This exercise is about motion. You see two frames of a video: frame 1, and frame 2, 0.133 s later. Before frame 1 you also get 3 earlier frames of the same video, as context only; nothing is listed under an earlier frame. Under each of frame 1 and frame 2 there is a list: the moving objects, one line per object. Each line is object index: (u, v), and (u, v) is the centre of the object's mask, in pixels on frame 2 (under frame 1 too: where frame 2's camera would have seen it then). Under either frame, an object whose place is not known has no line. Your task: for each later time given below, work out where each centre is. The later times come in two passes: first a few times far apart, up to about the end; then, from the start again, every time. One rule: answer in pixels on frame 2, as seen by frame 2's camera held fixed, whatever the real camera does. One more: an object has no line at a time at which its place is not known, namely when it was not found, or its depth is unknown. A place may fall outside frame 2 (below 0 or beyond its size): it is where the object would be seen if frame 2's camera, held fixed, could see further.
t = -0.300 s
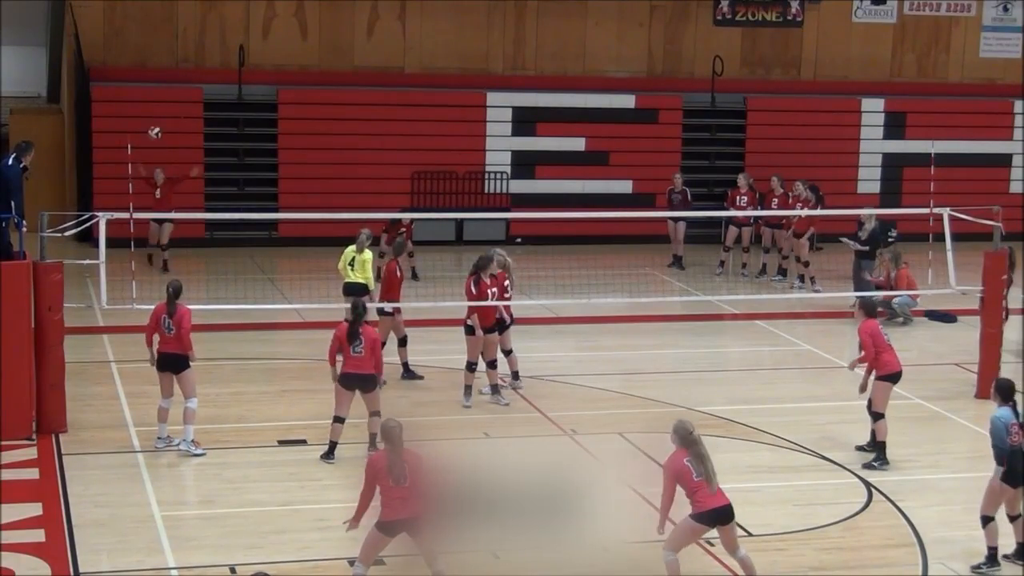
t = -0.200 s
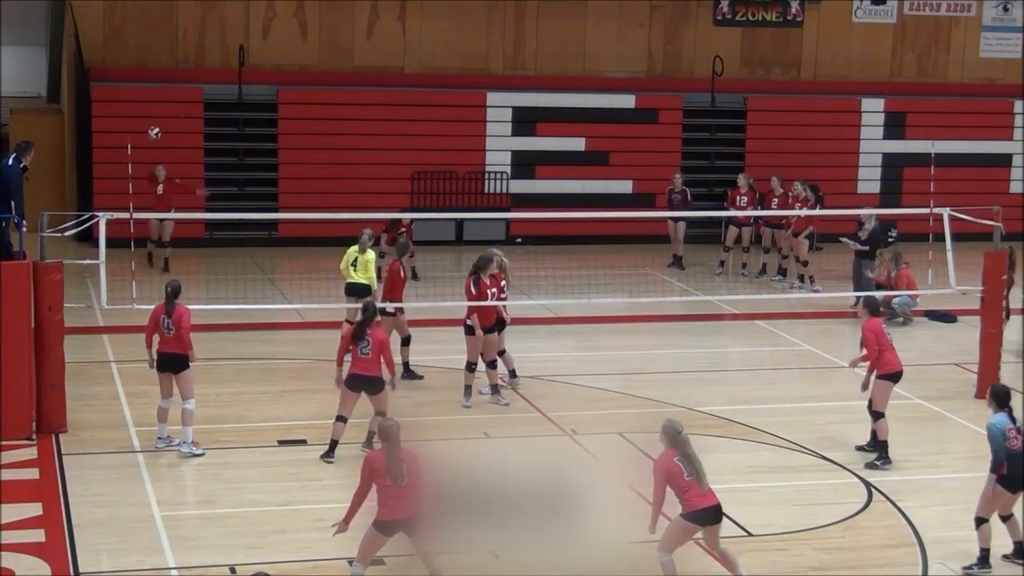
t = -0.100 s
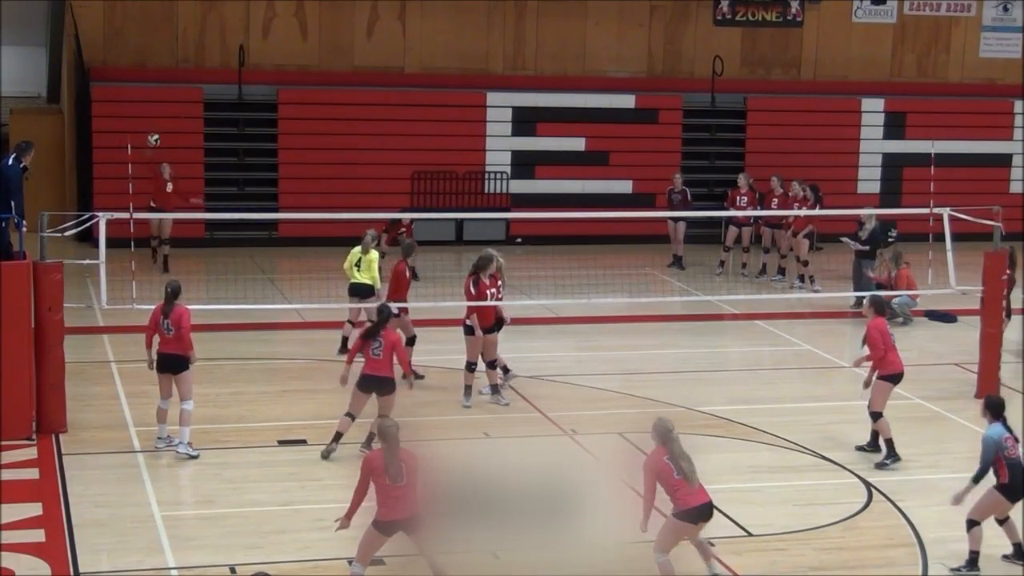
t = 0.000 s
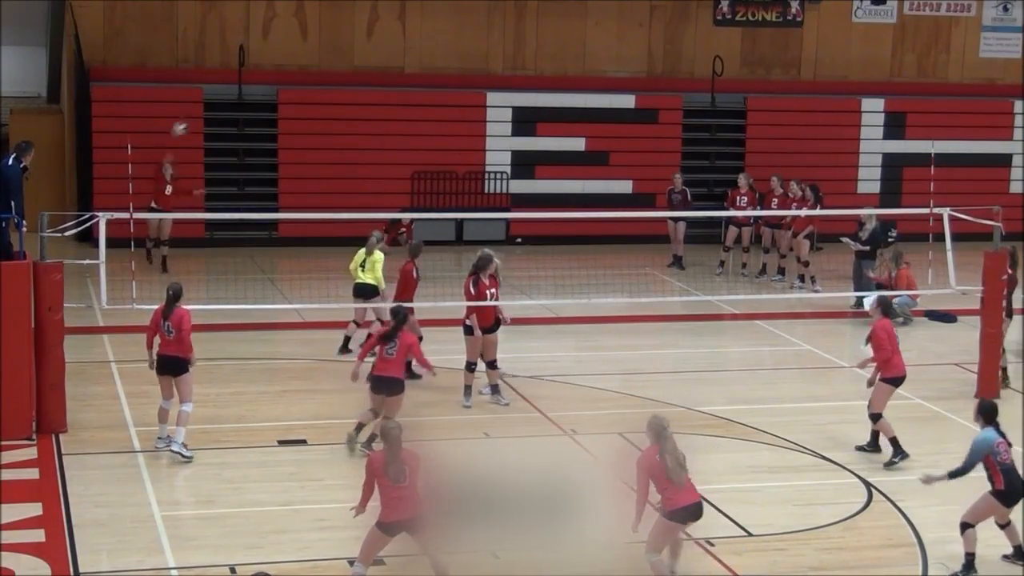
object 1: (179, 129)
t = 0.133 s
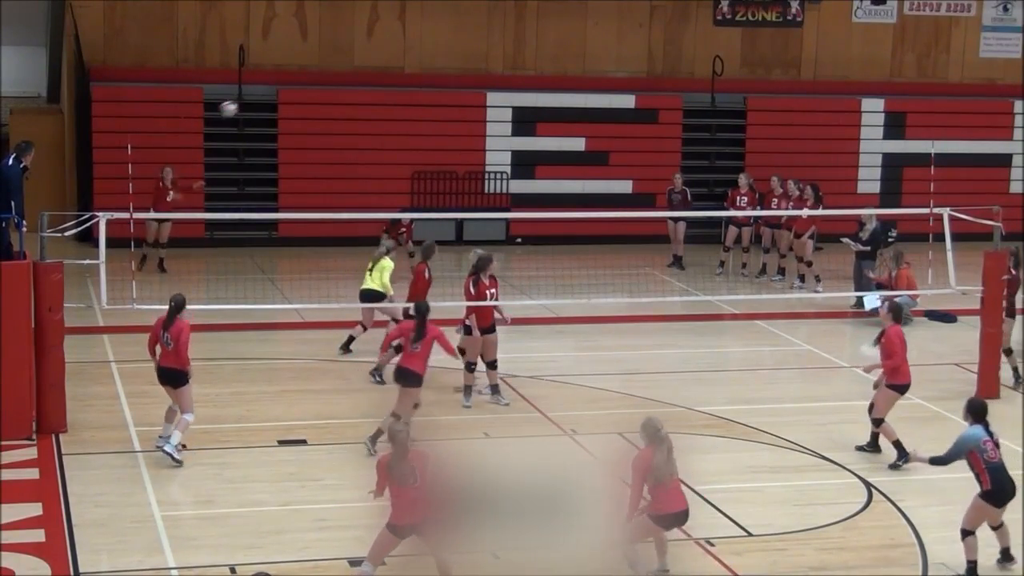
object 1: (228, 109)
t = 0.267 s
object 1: (284, 98)
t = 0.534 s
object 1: (417, 109)
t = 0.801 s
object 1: (575, 175)
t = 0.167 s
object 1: (241, 105)
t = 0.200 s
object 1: (255, 102)
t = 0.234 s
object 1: (269, 100)
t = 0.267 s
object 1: (284, 98)
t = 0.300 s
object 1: (299, 98)
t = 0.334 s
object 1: (315, 97)
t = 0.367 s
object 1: (331, 98)
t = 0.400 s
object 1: (348, 99)
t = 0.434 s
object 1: (364, 100)
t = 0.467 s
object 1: (382, 102)
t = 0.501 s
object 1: (399, 105)
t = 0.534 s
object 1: (417, 109)
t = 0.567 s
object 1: (436, 113)
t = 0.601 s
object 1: (455, 119)
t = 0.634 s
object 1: (474, 125)
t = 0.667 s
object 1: (492, 132)
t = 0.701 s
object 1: (514, 142)
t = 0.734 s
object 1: (533, 154)
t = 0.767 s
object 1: (554, 164)
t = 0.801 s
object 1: (575, 175)
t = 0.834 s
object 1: (597, 192)
